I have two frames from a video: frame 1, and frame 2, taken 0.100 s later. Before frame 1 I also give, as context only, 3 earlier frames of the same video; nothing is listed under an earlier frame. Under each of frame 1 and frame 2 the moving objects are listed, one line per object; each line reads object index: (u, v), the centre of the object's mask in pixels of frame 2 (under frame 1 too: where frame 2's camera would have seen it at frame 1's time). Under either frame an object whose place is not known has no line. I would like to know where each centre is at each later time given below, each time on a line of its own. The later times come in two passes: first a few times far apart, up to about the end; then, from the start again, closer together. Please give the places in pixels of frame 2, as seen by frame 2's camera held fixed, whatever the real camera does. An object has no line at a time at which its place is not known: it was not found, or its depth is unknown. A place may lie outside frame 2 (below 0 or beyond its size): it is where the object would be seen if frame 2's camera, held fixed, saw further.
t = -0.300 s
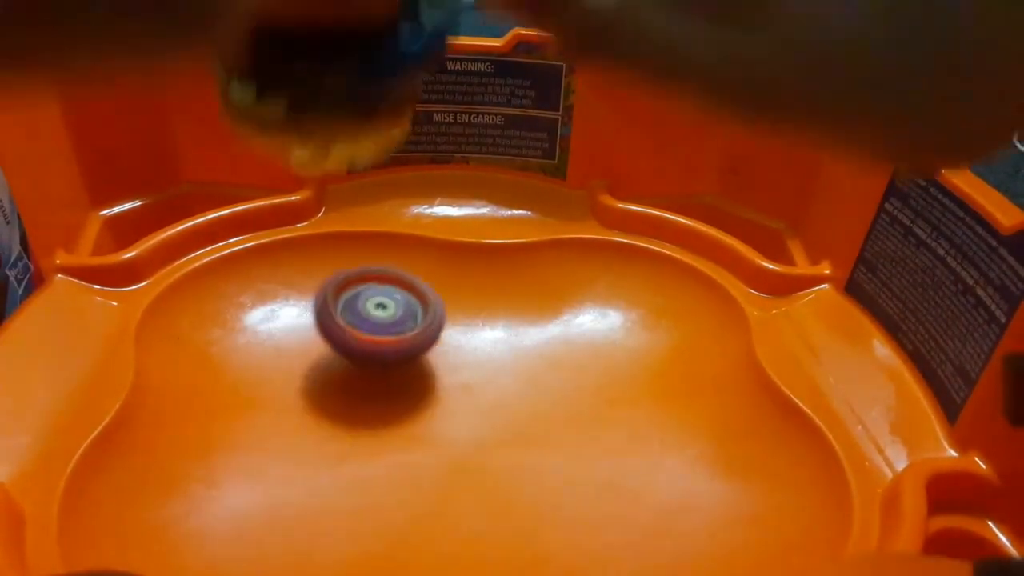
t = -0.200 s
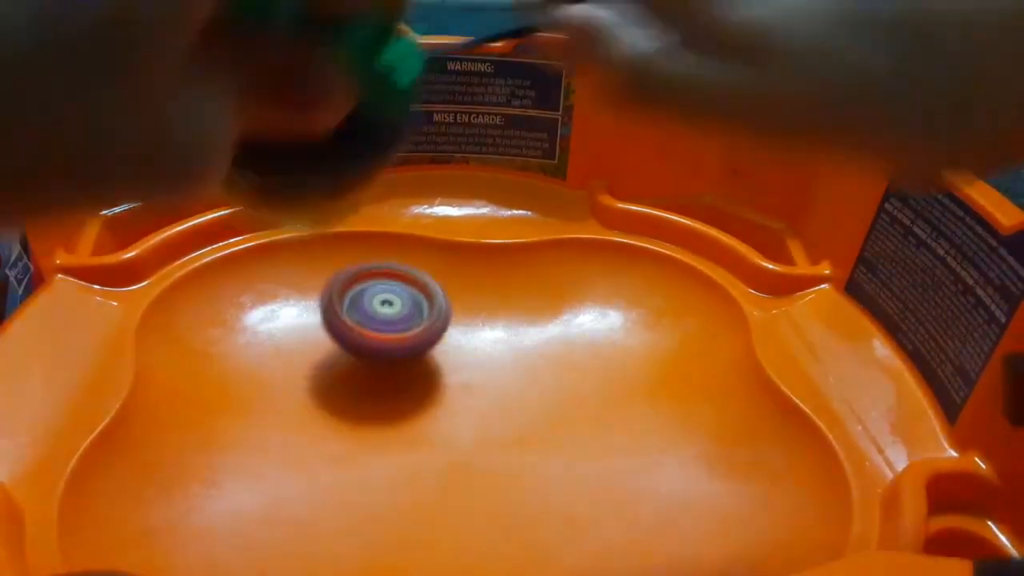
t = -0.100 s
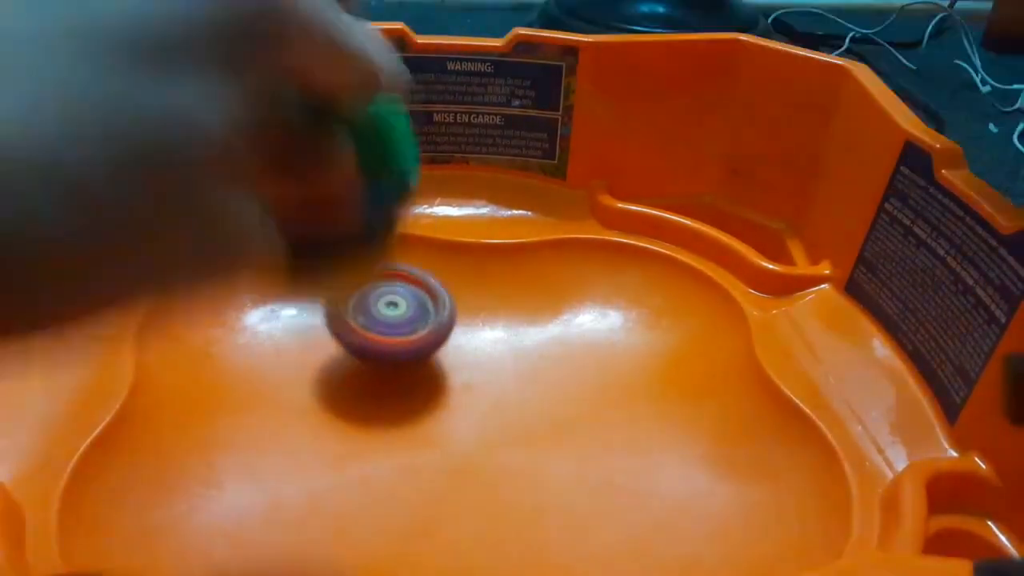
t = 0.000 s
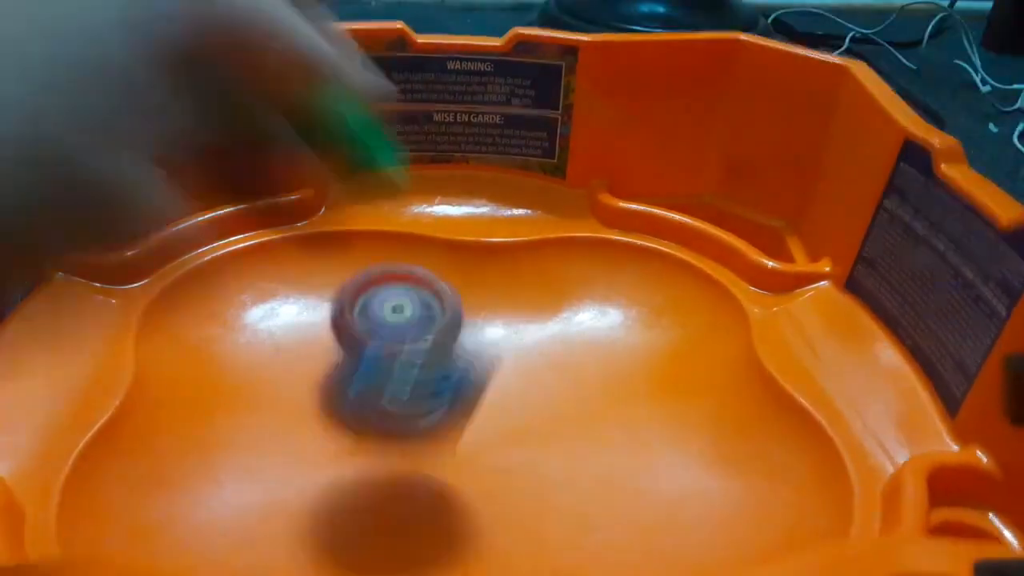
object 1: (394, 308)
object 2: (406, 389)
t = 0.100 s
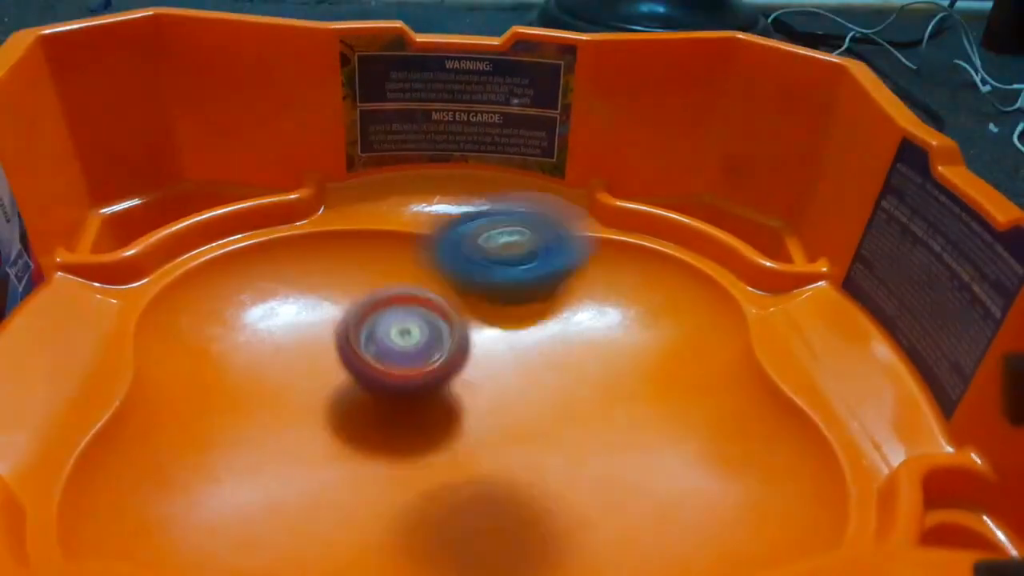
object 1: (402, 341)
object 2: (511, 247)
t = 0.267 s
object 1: (435, 369)
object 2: (601, 285)
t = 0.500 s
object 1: (483, 413)
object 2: (557, 262)
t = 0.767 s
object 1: (557, 464)
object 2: (417, 329)
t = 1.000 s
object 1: (612, 494)
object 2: (314, 410)
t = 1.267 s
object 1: (586, 479)
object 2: (353, 484)
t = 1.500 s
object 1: (575, 451)
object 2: (403, 421)
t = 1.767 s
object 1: (496, 443)
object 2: (408, 357)
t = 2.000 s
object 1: (400, 434)
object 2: (399, 318)
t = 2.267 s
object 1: (310, 442)
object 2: (399, 310)
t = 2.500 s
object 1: (267, 460)
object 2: (419, 327)
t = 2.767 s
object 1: (271, 443)
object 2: (475, 389)
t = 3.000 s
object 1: (316, 429)
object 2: (538, 383)
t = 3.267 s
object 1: (375, 414)
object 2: (532, 362)
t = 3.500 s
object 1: (329, 424)
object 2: (612, 337)
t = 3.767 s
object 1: (285, 461)
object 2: (609, 309)
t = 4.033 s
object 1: (336, 478)
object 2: (449, 337)
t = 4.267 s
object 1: (216, 526)
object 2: (478, 301)
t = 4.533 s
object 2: (562, 308)
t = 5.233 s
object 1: (378, 328)
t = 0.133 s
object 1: (407, 349)
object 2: (537, 253)
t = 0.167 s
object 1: (413, 356)
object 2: (559, 286)
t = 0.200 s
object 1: (421, 362)
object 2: (583, 340)
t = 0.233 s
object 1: (428, 366)
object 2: (597, 331)
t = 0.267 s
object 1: (435, 369)
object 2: (601, 285)
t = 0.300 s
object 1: (441, 382)
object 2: (605, 254)
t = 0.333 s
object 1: (446, 388)
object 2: (603, 250)
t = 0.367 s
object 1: (452, 393)
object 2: (600, 263)
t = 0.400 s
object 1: (458, 398)
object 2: (594, 298)
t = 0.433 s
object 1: (467, 400)
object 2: (581, 288)
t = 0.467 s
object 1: (476, 408)
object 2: (570, 265)
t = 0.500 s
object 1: (483, 413)
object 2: (557, 262)
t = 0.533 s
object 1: (490, 415)
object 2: (539, 281)
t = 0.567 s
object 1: (499, 417)
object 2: (520, 296)
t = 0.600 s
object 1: (503, 420)
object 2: (508, 292)
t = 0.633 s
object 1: (511, 426)
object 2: (495, 294)
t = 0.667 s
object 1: (524, 432)
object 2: (478, 318)
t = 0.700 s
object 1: (534, 442)
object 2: (456, 332)
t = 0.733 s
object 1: (546, 453)
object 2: (438, 321)
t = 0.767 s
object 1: (557, 464)
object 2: (417, 329)
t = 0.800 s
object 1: (567, 471)
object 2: (394, 356)
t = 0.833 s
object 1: (577, 477)
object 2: (379, 351)
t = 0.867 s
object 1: (586, 483)
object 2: (364, 355)
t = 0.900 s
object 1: (595, 487)
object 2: (346, 382)
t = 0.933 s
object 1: (603, 491)
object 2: (335, 382)
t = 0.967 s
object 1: (608, 493)
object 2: (324, 395)
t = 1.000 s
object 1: (612, 494)
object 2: (314, 410)
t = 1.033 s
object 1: (614, 495)
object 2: (308, 418)
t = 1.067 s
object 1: (616, 495)
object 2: (305, 433)
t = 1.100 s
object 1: (615, 495)
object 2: (307, 446)
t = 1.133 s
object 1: (612, 493)
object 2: (311, 457)
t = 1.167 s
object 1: (608, 491)
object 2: (317, 467)
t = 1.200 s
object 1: (602, 487)
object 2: (324, 476)
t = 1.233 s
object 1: (595, 484)
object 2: (337, 482)
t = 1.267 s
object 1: (586, 479)
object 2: (353, 484)
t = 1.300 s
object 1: (578, 475)
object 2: (370, 483)
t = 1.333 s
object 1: (569, 471)
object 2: (387, 478)
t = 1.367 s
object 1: (564, 466)
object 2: (400, 468)
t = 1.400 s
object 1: (567, 462)
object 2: (404, 457)
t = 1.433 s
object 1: (571, 459)
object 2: (405, 443)
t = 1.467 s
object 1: (575, 455)
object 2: (404, 431)
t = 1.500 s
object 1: (575, 451)
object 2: (403, 421)
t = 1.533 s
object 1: (571, 449)
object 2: (402, 410)
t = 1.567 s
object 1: (564, 445)
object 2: (402, 401)
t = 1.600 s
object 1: (555, 443)
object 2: (403, 393)
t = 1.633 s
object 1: (544, 441)
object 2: (403, 385)
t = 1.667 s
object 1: (534, 440)
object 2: (405, 380)
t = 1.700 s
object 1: (524, 441)
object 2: (406, 372)
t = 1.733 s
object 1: (509, 443)
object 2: (408, 364)
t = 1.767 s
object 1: (496, 443)
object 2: (408, 357)
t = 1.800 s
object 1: (482, 442)
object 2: (410, 352)
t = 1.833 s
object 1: (466, 439)
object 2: (411, 347)
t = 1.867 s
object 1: (452, 441)
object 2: (411, 341)
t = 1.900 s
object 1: (438, 443)
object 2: (408, 331)
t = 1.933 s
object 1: (426, 441)
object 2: (405, 325)
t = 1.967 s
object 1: (413, 438)
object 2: (403, 321)
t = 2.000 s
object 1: (400, 434)
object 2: (399, 318)
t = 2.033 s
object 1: (389, 431)
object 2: (396, 316)
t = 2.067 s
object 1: (380, 428)
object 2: (393, 316)
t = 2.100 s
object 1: (371, 425)
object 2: (390, 317)
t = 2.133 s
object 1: (363, 422)
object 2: (387, 319)
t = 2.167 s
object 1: (356, 418)
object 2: (386, 321)
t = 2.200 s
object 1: (347, 417)
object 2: (385, 324)
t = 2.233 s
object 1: (330, 427)
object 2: (392, 317)
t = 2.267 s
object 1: (310, 442)
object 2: (399, 310)
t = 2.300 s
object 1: (292, 452)
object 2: (405, 306)
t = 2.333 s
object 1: (281, 458)
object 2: (410, 304)
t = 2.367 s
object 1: (272, 462)
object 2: (414, 305)
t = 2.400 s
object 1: (267, 463)
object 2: (414, 308)
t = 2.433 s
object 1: (265, 463)
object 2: (416, 312)
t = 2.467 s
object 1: (265, 462)
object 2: (417, 319)
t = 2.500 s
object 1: (267, 460)
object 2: (419, 327)
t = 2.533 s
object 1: (270, 458)
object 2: (420, 336)
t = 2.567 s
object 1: (275, 455)
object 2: (420, 345)
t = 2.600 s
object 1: (280, 452)
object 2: (422, 355)
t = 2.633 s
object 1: (285, 449)
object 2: (423, 366)
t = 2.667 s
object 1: (291, 446)
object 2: (425, 375)
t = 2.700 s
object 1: (285, 445)
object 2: (438, 382)
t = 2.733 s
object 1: (275, 445)
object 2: (458, 386)
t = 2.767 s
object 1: (271, 443)
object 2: (475, 389)
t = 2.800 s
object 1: (272, 440)
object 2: (492, 391)
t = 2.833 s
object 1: (276, 439)
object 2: (505, 392)
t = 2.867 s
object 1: (283, 437)
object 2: (516, 391)
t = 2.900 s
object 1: (289, 435)
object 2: (524, 389)
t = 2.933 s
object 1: (299, 434)
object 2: (530, 387)
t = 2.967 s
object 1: (307, 432)
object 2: (535, 385)
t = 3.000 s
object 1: (316, 429)
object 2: (538, 383)
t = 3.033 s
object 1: (326, 428)
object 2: (540, 380)
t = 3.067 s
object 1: (335, 426)
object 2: (540, 377)
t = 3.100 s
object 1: (346, 423)
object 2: (537, 374)
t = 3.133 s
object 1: (357, 420)
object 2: (533, 371)
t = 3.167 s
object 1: (366, 418)
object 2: (528, 369)
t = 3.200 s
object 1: (377, 416)
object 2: (523, 366)
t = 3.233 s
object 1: (375, 415)
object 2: (526, 364)
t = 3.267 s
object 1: (375, 414)
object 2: (532, 362)
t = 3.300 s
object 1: (378, 414)
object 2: (536, 360)
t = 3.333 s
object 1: (386, 413)
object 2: (539, 359)
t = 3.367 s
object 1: (395, 412)
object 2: (542, 357)
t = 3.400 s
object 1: (404, 412)
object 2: (543, 356)
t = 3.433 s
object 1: (391, 413)
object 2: (557, 353)
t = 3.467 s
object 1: (358, 419)
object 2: (587, 345)
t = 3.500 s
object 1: (329, 424)
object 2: (612, 337)
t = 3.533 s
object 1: (306, 429)
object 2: (634, 331)
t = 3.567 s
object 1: (288, 433)
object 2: (650, 325)
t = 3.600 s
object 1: (278, 439)
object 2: (661, 318)
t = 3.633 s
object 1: (274, 444)
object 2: (663, 314)
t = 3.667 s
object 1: (275, 447)
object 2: (659, 311)
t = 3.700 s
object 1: (278, 451)
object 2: (647, 309)
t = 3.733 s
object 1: (281, 457)
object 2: (630, 309)
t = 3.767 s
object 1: (285, 461)
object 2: (609, 309)
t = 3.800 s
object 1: (290, 465)
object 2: (585, 310)
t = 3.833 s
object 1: (296, 468)
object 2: (563, 309)
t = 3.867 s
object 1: (302, 471)
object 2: (540, 310)
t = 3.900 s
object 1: (307, 474)
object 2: (518, 313)
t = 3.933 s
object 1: (314, 475)
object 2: (498, 316)
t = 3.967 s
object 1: (321, 476)
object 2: (480, 321)
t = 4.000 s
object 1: (328, 478)
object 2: (463, 328)
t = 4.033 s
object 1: (336, 478)
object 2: (449, 337)
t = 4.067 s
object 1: (343, 478)
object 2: (437, 346)
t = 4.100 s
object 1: (352, 477)
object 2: (425, 358)
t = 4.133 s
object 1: (354, 482)
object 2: (419, 367)
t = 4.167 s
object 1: (317, 513)
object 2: (434, 351)
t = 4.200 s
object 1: (277, 530)
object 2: (450, 331)
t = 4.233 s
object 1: (239, 532)
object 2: (464, 316)
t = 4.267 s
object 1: (216, 526)
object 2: (478, 301)
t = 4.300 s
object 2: (490, 291)
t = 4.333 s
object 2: (502, 284)
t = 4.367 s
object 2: (515, 281)
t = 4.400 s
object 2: (527, 282)
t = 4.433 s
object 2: (538, 286)
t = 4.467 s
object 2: (548, 292)
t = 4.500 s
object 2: (556, 299)
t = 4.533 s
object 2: (562, 308)
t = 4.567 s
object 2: (564, 315)
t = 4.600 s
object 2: (564, 324)
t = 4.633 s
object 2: (560, 332)
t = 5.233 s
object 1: (378, 328)
